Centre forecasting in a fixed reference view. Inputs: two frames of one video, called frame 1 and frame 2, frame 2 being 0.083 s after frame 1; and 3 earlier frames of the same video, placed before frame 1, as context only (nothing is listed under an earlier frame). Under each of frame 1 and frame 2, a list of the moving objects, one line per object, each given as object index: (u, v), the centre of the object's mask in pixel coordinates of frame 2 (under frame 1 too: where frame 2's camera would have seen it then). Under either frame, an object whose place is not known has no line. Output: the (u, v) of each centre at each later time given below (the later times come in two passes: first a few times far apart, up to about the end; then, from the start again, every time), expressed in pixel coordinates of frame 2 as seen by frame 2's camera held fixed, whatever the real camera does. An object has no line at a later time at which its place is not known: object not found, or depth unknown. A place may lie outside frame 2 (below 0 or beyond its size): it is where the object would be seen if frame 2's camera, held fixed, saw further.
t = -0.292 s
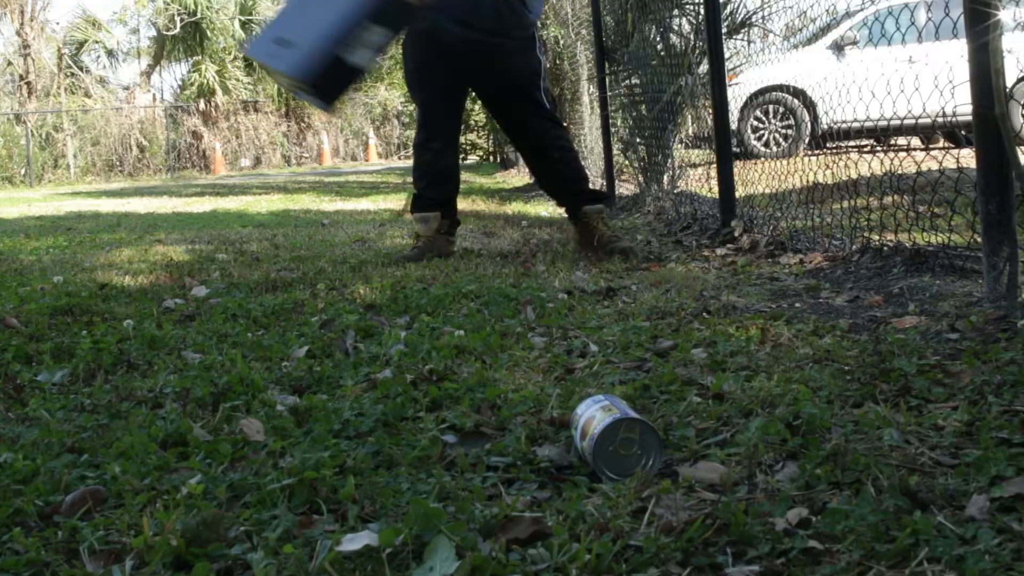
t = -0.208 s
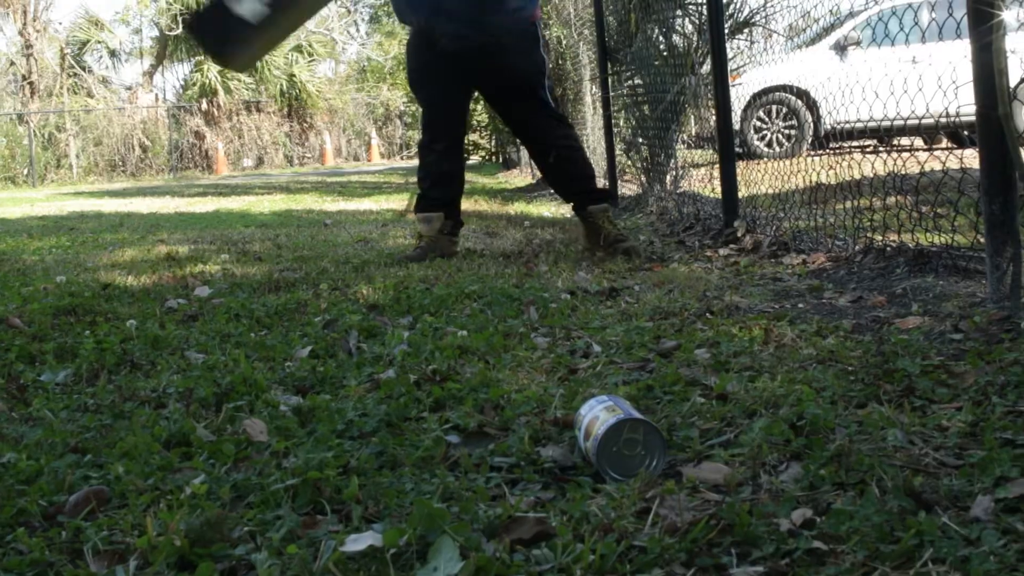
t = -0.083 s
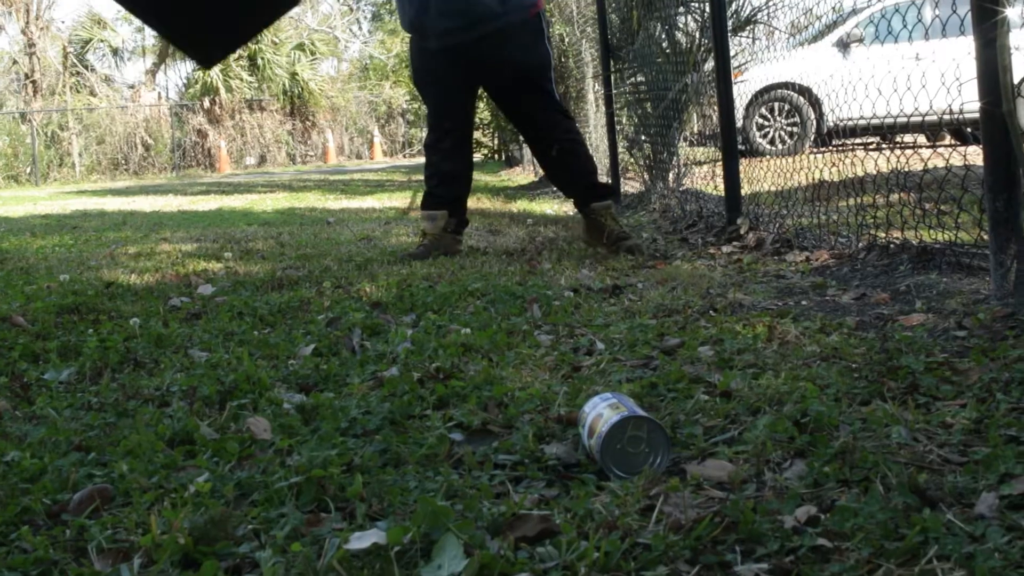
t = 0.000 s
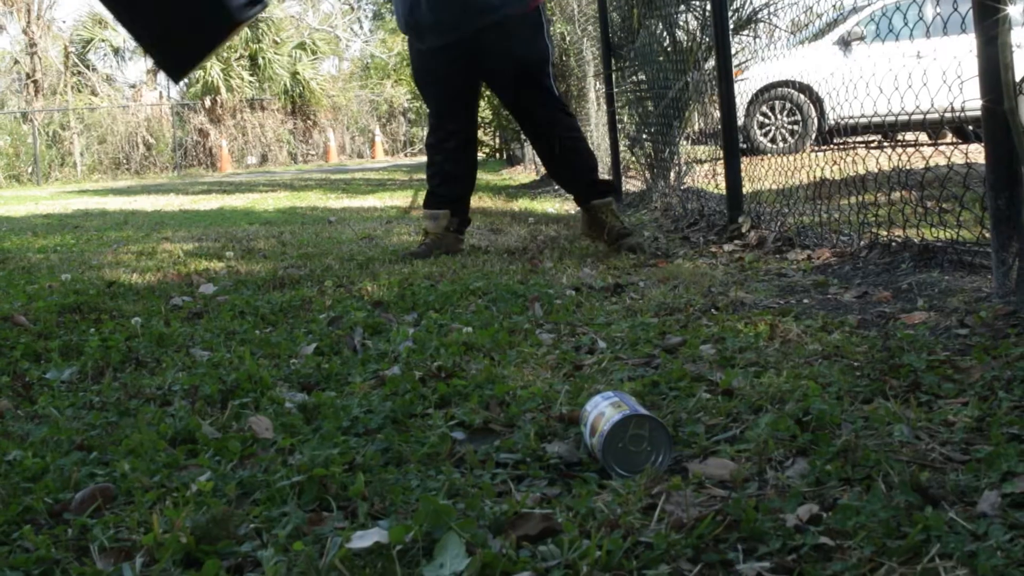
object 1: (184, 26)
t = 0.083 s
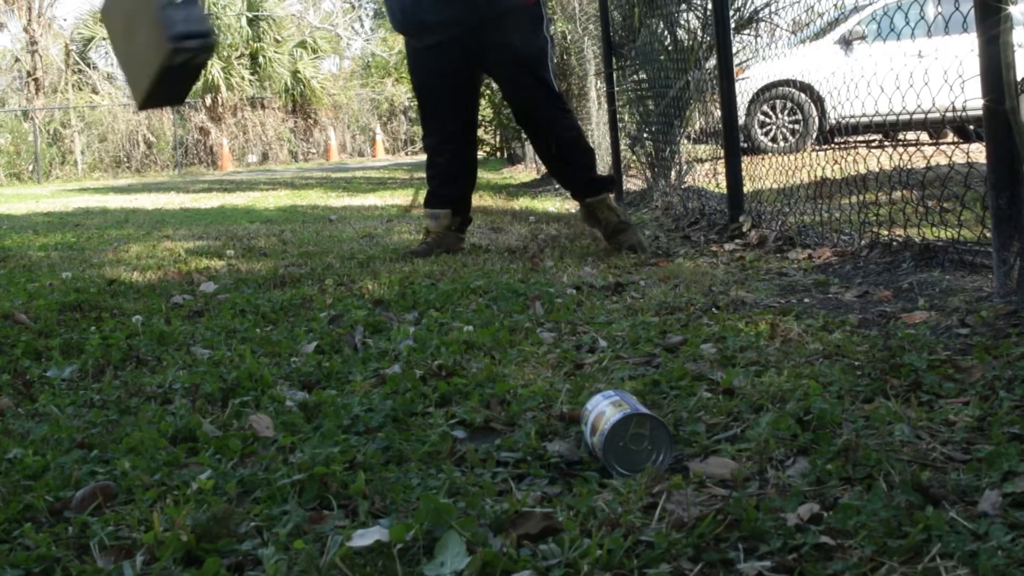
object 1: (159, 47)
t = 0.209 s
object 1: (131, 127)
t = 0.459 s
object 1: (110, 190)
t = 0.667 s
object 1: (118, 227)
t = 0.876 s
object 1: (111, 228)
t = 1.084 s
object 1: (112, 228)
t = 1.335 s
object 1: (112, 228)
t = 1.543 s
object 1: (112, 228)
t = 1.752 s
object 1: (112, 228)
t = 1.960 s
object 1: (111, 228)
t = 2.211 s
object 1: (112, 228)
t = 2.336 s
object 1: (112, 228)
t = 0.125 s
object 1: (146, 62)
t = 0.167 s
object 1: (134, 109)
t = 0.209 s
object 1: (131, 127)
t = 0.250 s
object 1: (117, 155)
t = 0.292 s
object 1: (112, 190)
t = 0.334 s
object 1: (106, 202)
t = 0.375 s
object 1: (107, 194)
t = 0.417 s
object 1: (108, 190)
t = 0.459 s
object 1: (110, 190)
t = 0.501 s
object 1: (111, 196)
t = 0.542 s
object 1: (113, 204)
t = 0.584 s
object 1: (116, 214)
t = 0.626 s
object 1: (115, 226)
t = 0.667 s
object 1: (118, 227)
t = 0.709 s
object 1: (116, 225)
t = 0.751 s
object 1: (114, 224)
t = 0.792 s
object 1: (112, 225)
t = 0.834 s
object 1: (111, 228)
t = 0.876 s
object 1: (111, 228)
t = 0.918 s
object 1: (112, 228)
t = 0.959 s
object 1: (112, 228)
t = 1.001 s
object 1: (112, 228)
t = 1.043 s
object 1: (112, 228)
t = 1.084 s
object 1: (112, 228)
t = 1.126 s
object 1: (112, 228)
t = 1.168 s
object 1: (112, 228)
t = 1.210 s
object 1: (112, 228)
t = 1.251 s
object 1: (112, 228)
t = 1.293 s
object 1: (112, 228)
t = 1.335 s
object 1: (112, 228)
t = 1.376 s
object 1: (112, 228)
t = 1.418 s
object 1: (112, 228)
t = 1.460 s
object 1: (112, 228)
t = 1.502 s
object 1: (112, 228)
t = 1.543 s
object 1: (112, 228)
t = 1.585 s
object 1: (112, 228)
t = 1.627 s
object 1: (112, 228)
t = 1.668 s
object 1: (111, 228)
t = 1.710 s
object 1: (112, 228)
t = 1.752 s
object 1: (112, 228)
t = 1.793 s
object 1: (112, 228)
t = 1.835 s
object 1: (112, 228)
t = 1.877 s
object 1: (112, 228)
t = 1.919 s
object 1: (112, 228)
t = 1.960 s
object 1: (111, 228)
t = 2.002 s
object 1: (112, 228)
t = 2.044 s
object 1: (112, 228)
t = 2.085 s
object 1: (112, 228)
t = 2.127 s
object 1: (112, 228)
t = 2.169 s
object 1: (112, 228)
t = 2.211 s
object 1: (112, 228)
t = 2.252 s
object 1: (112, 228)
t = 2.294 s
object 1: (112, 228)
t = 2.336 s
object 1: (112, 228)
